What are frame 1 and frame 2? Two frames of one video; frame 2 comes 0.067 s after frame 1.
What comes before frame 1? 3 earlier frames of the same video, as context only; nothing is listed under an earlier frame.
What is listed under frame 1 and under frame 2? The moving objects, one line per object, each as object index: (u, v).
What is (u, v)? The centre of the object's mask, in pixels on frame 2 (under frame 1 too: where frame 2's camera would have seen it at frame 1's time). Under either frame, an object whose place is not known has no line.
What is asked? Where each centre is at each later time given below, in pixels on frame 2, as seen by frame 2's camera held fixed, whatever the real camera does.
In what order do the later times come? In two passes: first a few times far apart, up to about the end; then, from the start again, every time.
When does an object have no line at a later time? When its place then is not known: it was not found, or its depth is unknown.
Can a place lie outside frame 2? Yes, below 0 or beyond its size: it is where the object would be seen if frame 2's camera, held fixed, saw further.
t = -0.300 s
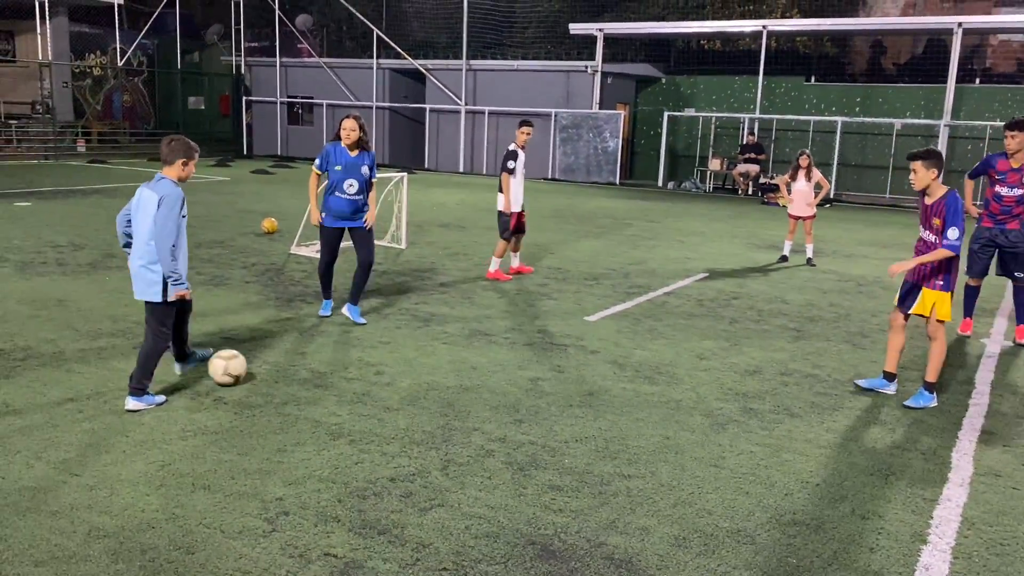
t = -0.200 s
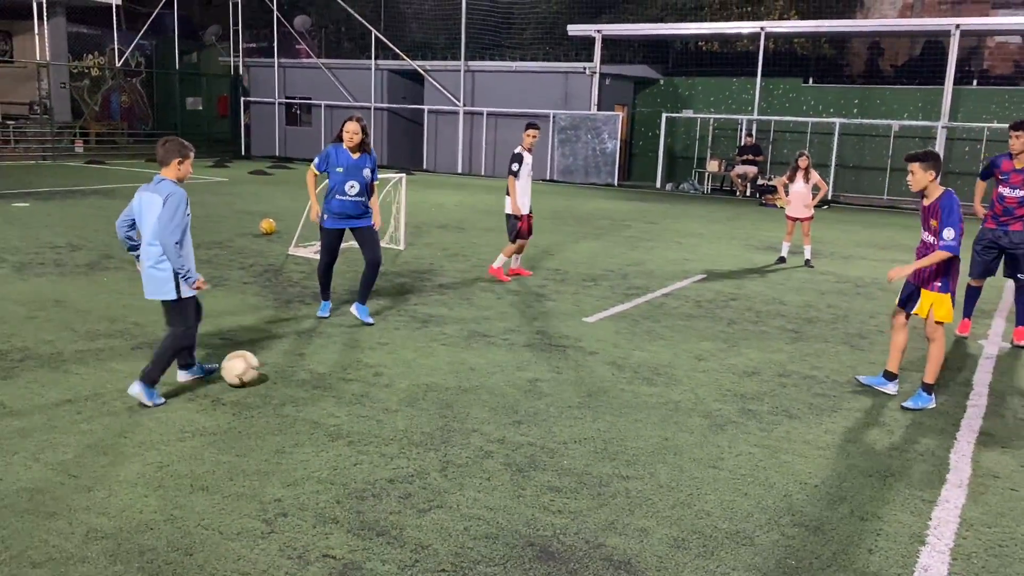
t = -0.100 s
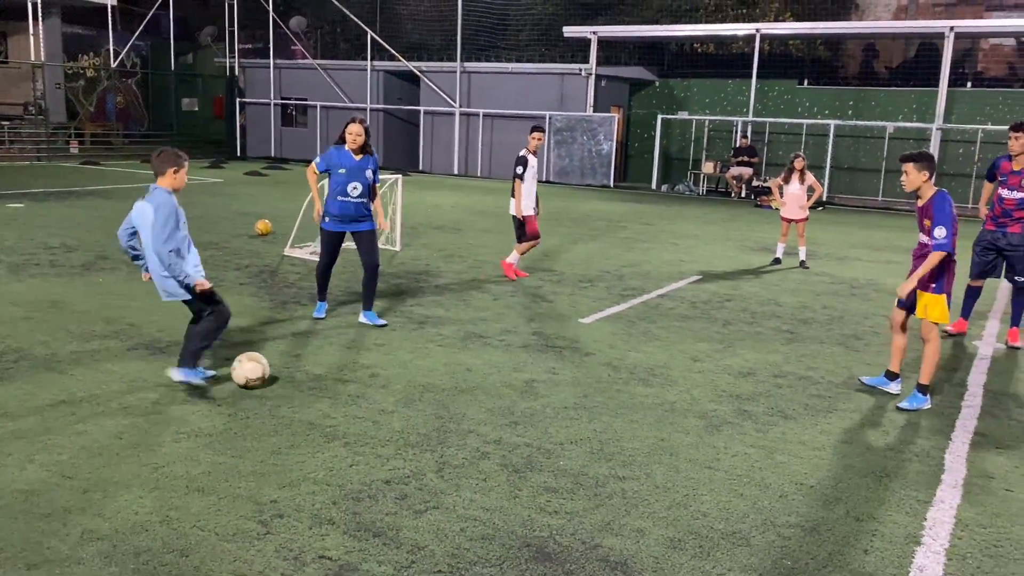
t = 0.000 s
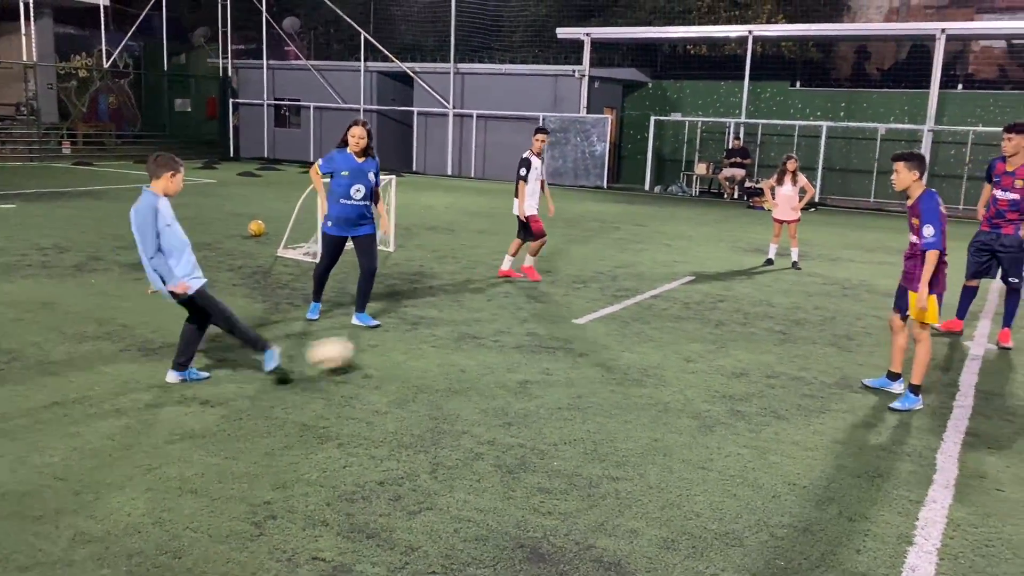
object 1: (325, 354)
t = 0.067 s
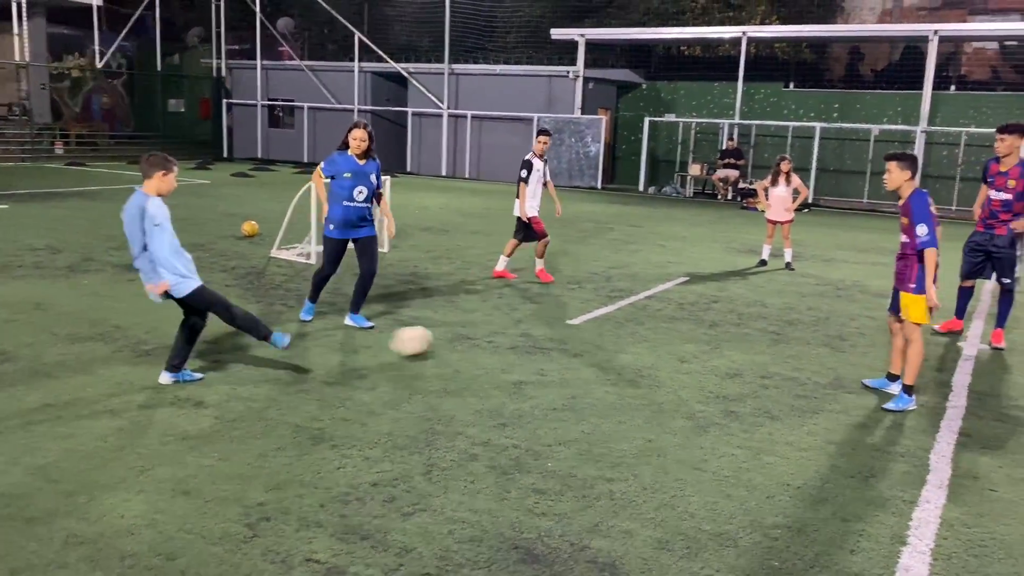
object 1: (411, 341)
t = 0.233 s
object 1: (570, 319)
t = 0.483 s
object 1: (713, 300)
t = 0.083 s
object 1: (431, 339)
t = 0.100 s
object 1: (450, 337)
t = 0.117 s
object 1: (468, 337)
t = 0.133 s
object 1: (485, 335)
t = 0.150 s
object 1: (501, 332)
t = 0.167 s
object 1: (515, 329)
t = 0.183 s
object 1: (530, 326)
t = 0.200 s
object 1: (544, 323)
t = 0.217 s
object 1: (556, 321)
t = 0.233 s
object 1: (570, 319)
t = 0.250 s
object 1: (581, 318)
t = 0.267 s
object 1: (594, 317)
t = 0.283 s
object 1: (607, 317)
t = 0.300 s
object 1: (619, 315)
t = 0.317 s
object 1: (629, 313)
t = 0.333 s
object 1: (638, 310)
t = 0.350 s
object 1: (647, 307)
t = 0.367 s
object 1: (656, 306)
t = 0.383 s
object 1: (665, 304)
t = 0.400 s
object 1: (674, 303)
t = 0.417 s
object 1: (682, 303)
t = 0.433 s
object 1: (690, 303)
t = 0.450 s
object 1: (698, 302)
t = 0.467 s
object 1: (706, 301)
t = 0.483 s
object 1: (713, 300)
